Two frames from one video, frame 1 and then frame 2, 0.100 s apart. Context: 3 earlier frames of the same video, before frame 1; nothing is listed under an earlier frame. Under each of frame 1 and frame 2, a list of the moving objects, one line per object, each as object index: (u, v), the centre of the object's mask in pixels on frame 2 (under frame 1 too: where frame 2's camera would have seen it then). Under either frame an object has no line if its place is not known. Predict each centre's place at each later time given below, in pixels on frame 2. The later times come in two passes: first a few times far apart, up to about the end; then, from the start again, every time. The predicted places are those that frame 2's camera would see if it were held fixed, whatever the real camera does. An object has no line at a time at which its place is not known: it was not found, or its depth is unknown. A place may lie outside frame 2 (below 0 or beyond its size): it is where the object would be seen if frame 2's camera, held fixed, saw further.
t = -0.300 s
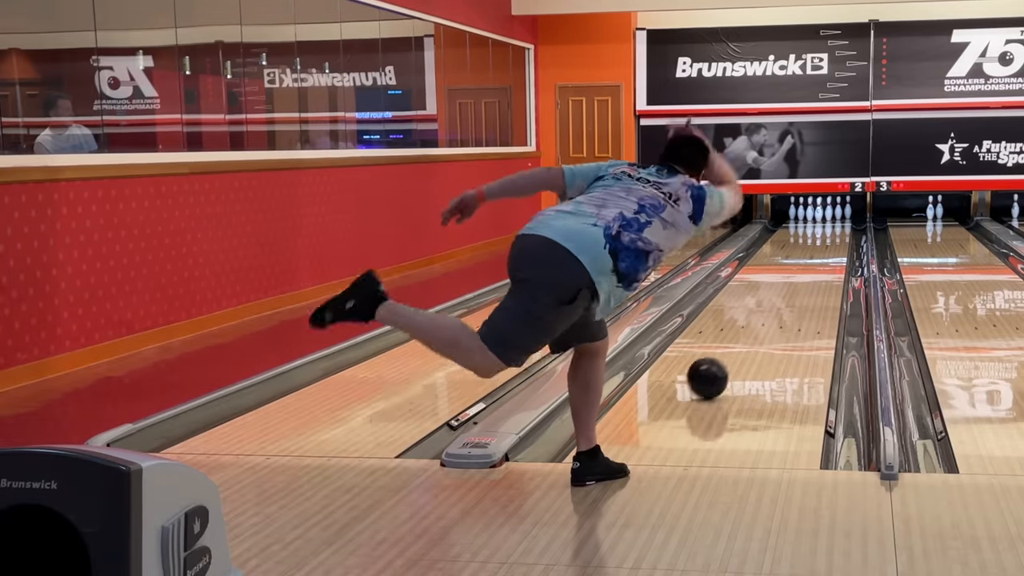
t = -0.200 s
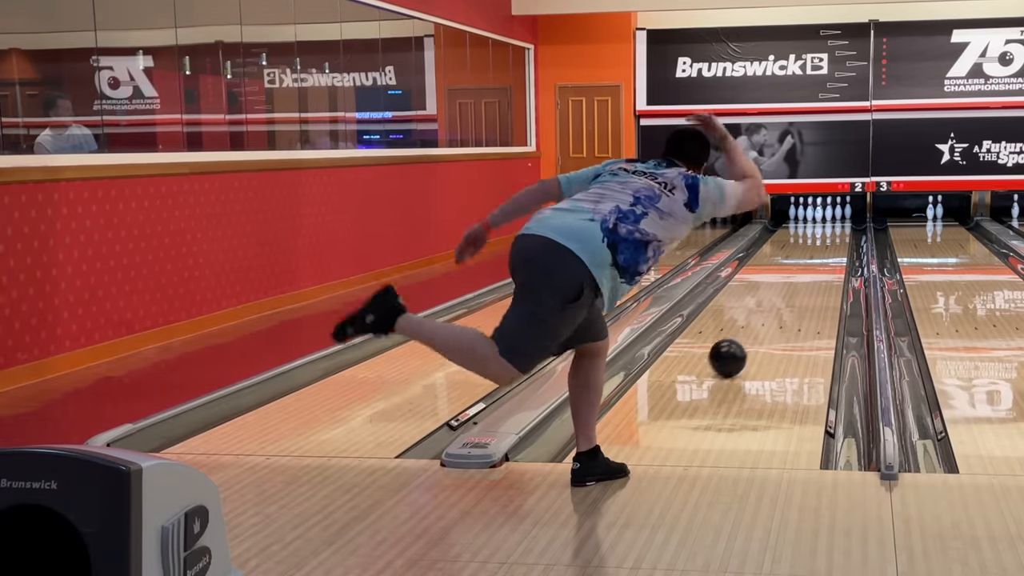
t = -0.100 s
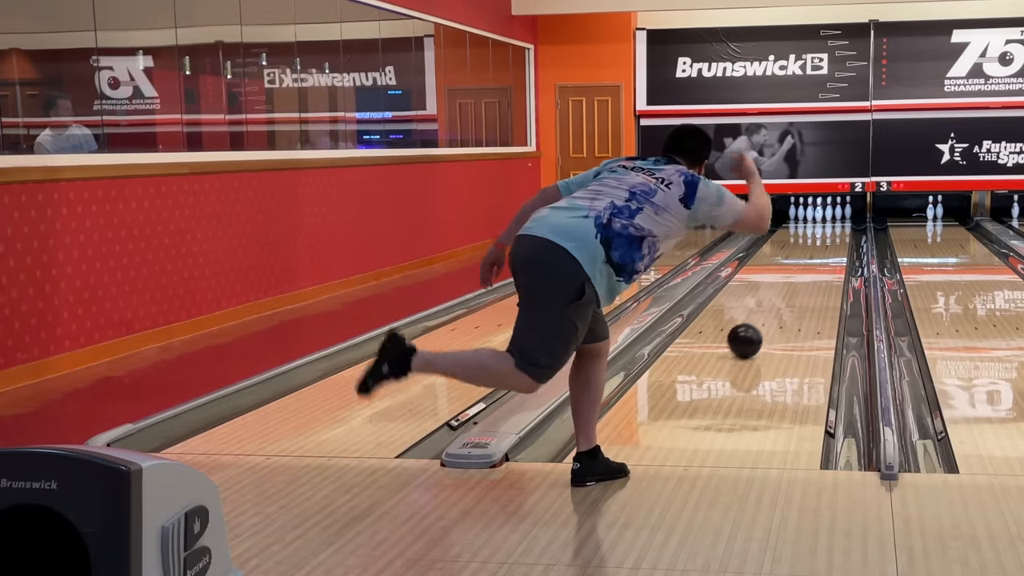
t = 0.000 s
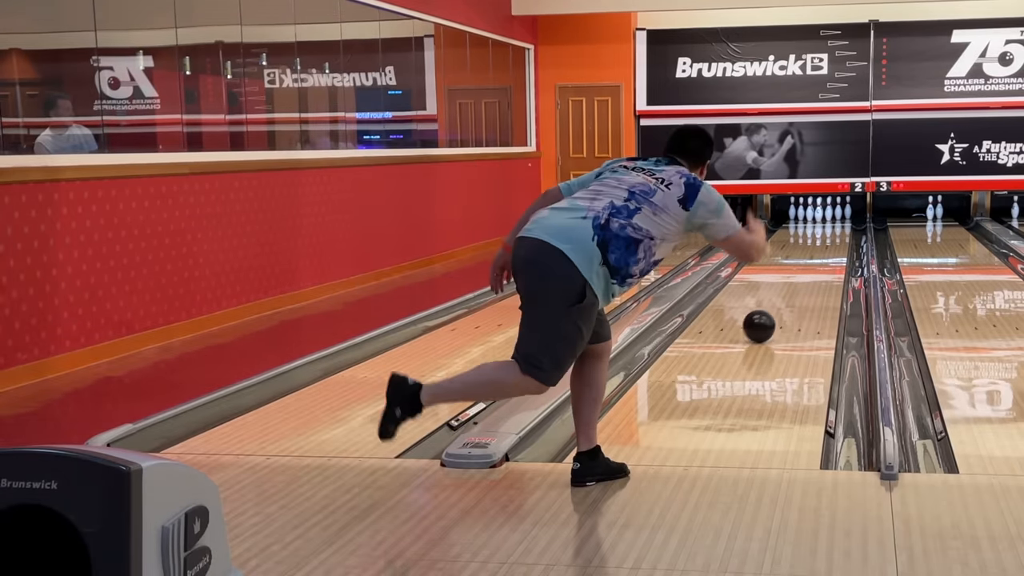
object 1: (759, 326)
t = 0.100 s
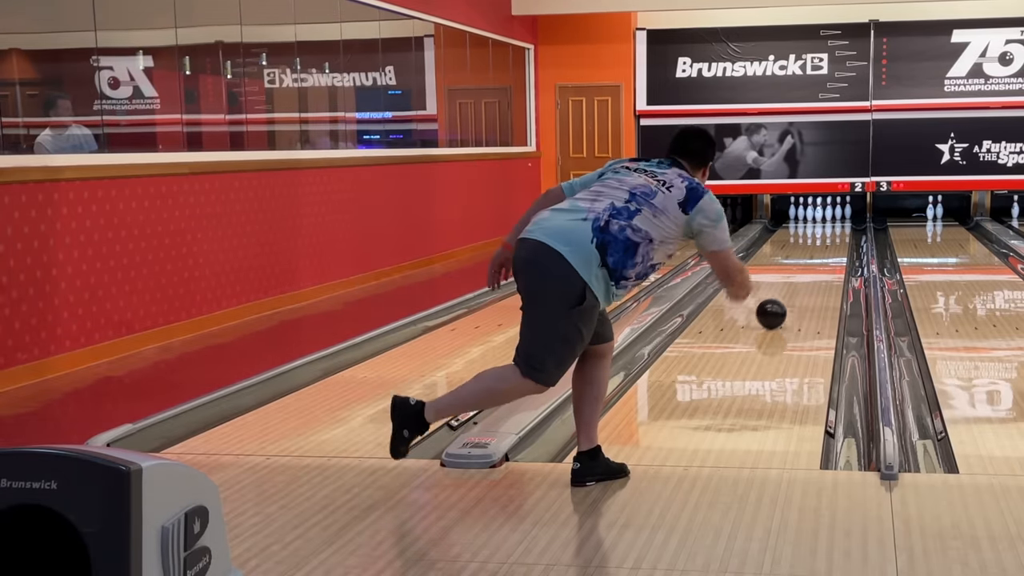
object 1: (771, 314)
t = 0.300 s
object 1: (791, 293)
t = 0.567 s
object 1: (810, 272)
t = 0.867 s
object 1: (825, 254)
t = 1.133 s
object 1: (834, 242)
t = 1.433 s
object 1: (839, 231)
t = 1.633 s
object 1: (838, 226)
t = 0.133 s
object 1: (775, 310)
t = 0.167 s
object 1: (778, 306)
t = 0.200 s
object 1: (782, 303)
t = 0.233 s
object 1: (785, 299)
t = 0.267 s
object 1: (788, 295)
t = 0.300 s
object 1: (791, 293)
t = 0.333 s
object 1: (793, 290)
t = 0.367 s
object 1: (796, 287)
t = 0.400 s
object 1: (799, 284)
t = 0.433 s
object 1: (801, 281)
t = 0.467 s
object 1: (803, 279)
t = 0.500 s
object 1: (806, 276)
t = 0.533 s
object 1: (808, 274)
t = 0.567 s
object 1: (810, 272)
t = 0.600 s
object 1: (812, 269)
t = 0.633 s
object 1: (814, 267)
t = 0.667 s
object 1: (815, 265)
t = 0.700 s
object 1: (817, 263)
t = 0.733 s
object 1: (818, 261)
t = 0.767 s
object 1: (820, 259)
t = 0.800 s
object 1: (822, 257)
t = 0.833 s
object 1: (823, 256)
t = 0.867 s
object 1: (825, 254)
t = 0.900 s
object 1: (826, 252)
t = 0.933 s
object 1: (827, 251)
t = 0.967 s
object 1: (829, 249)
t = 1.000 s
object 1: (830, 248)
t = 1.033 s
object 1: (831, 246)
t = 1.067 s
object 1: (832, 245)
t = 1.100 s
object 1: (833, 243)
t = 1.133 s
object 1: (834, 242)
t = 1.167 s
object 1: (835, 241)
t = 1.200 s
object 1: (836, 239)
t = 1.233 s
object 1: (836, 238)
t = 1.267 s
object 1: (837, 237)
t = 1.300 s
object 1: (838, 236)
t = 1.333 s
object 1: (838, 235)
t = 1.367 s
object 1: (838, 233)
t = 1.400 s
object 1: (839, 232)
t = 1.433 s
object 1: (839, 231)
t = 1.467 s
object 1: (839, 230)
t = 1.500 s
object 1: (839, 229)
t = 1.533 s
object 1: (839, 228)
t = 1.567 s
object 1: (839, 227)
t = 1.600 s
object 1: (839, 227)
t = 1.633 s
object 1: (838, 226)
